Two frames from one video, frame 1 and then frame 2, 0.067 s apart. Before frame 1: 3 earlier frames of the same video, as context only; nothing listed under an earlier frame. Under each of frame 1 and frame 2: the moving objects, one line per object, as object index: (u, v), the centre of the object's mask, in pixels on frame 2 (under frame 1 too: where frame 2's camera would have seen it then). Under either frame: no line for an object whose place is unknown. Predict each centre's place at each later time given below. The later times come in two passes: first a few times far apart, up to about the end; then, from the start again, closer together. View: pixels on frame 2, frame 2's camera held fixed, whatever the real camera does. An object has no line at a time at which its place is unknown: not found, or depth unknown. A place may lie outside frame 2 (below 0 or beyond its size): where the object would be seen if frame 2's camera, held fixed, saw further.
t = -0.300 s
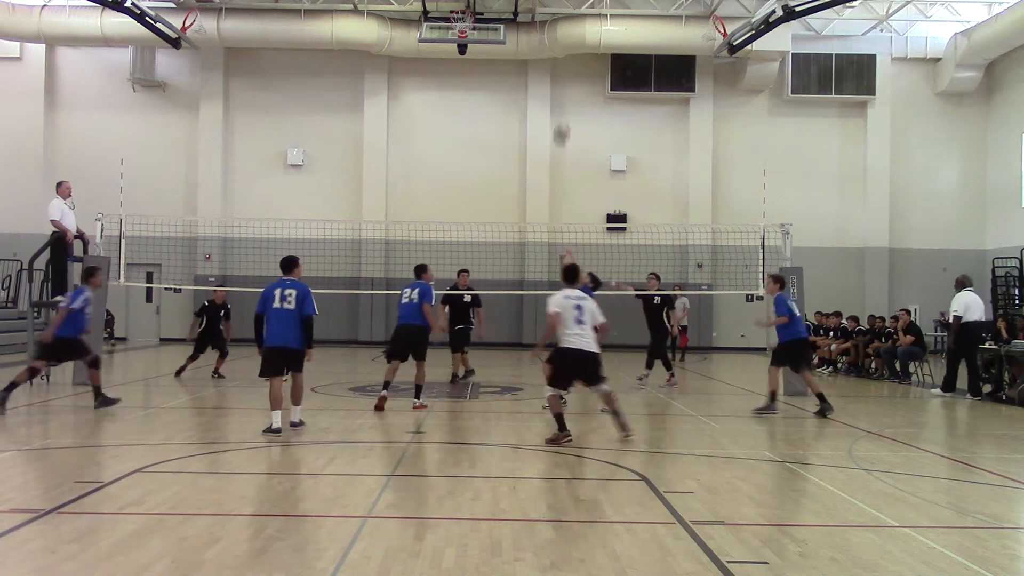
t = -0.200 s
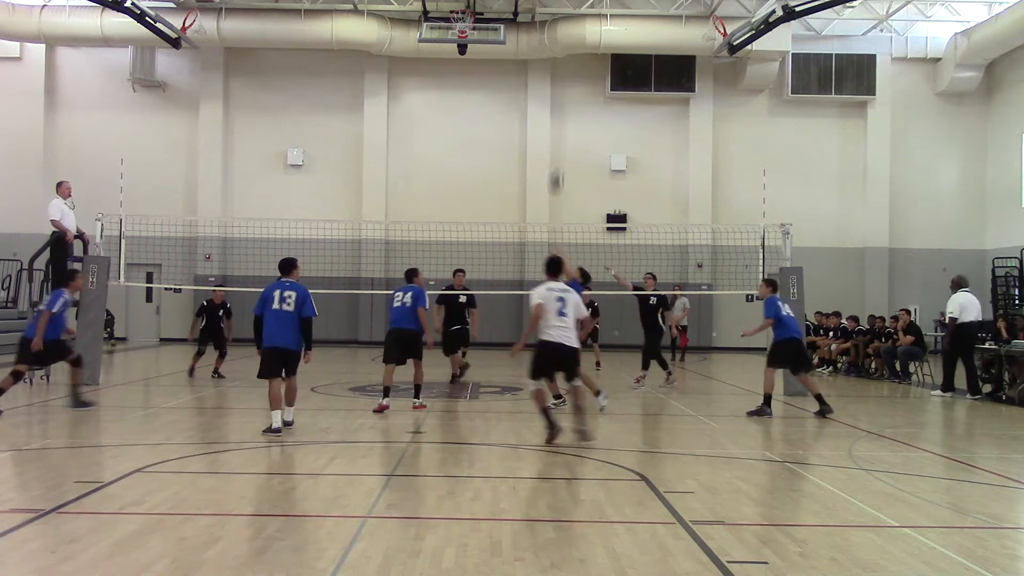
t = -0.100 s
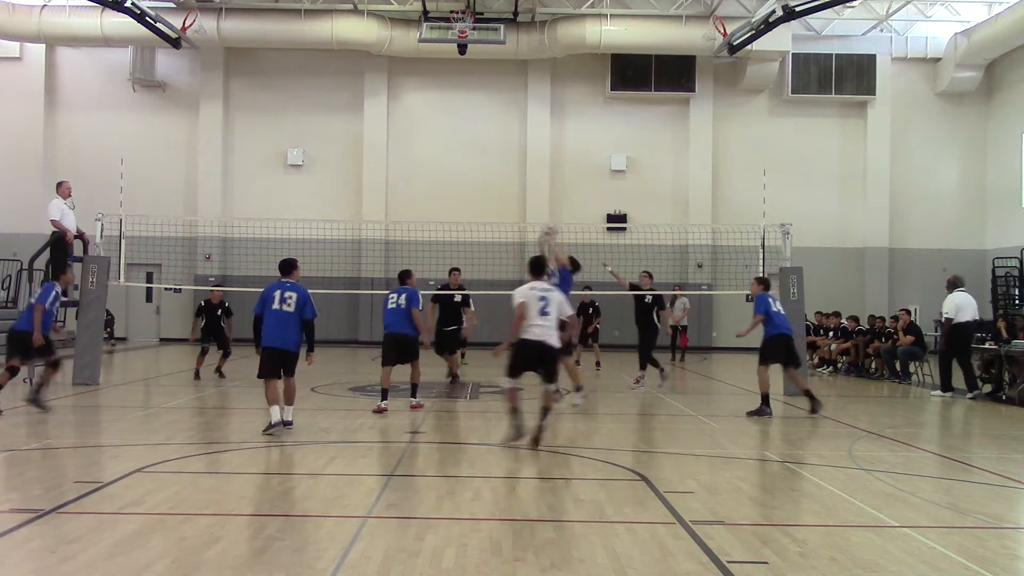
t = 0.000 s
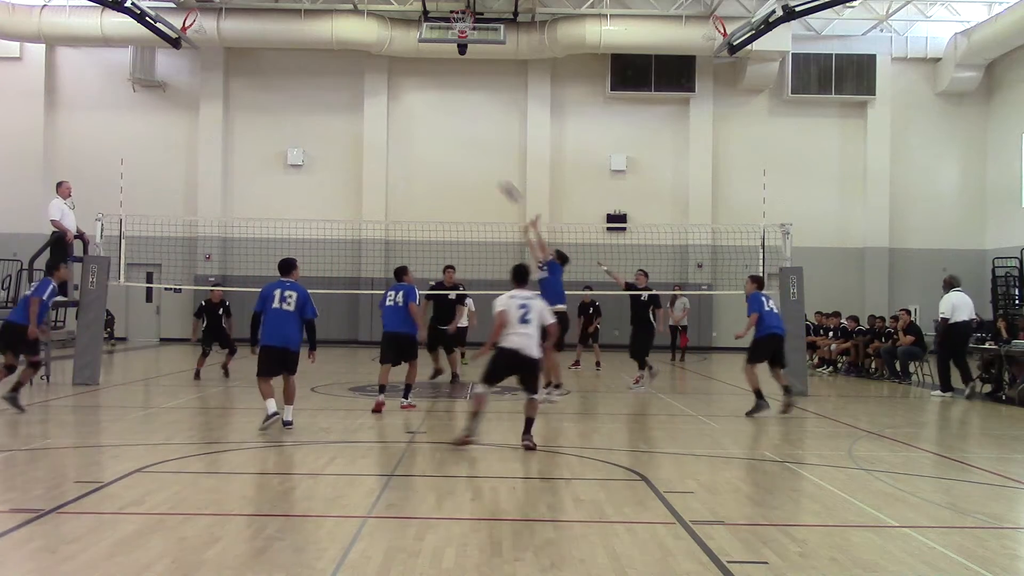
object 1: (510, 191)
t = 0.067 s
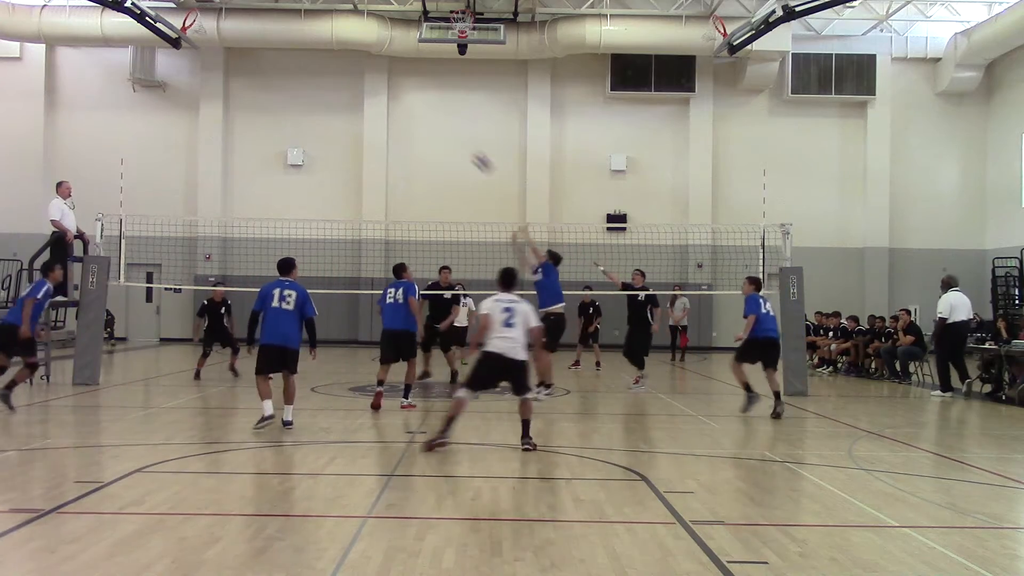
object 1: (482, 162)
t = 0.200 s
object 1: (427, 117)
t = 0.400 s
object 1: (347, 75)
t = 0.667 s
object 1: (249, 71)
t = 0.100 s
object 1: (468, 149)
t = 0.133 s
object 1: (454, 136)
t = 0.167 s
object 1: (440, 127)
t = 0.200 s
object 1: (427, 117)
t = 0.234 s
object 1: (415, 108)
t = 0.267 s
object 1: (400, 100)
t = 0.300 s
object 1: (388, 94)
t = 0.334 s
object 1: (375, 85)
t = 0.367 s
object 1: (361, 80)
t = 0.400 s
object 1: (347, 75)
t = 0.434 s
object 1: (336, 73)
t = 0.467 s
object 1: (323, 70)
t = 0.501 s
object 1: (310, 68)
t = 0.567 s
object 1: (285, 67)
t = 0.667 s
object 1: (249, 71)
